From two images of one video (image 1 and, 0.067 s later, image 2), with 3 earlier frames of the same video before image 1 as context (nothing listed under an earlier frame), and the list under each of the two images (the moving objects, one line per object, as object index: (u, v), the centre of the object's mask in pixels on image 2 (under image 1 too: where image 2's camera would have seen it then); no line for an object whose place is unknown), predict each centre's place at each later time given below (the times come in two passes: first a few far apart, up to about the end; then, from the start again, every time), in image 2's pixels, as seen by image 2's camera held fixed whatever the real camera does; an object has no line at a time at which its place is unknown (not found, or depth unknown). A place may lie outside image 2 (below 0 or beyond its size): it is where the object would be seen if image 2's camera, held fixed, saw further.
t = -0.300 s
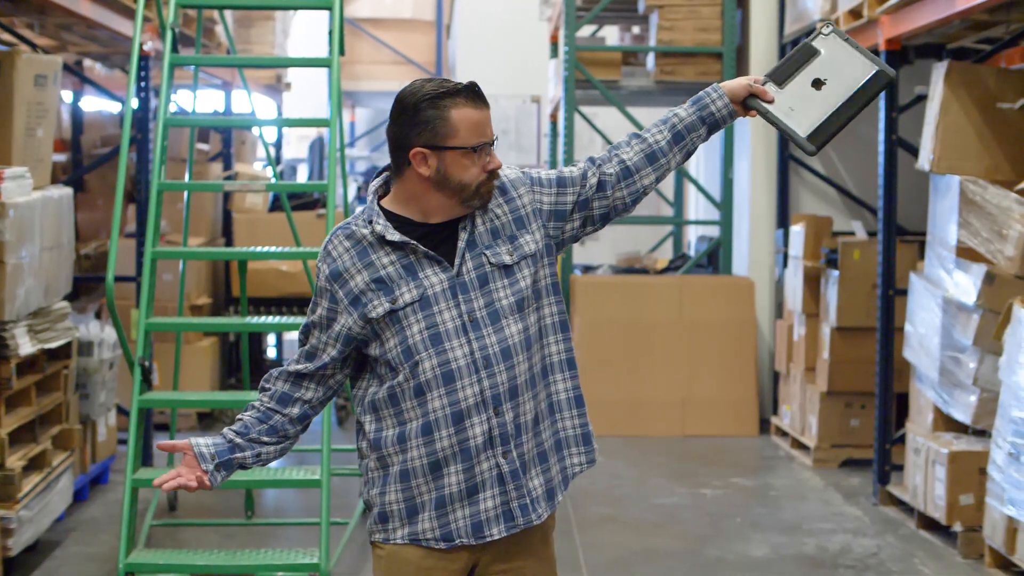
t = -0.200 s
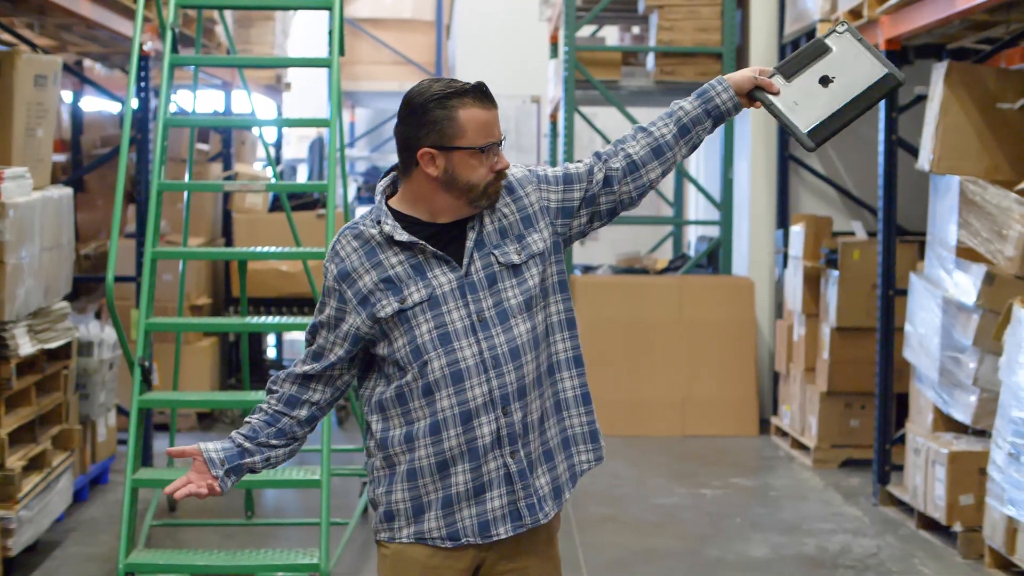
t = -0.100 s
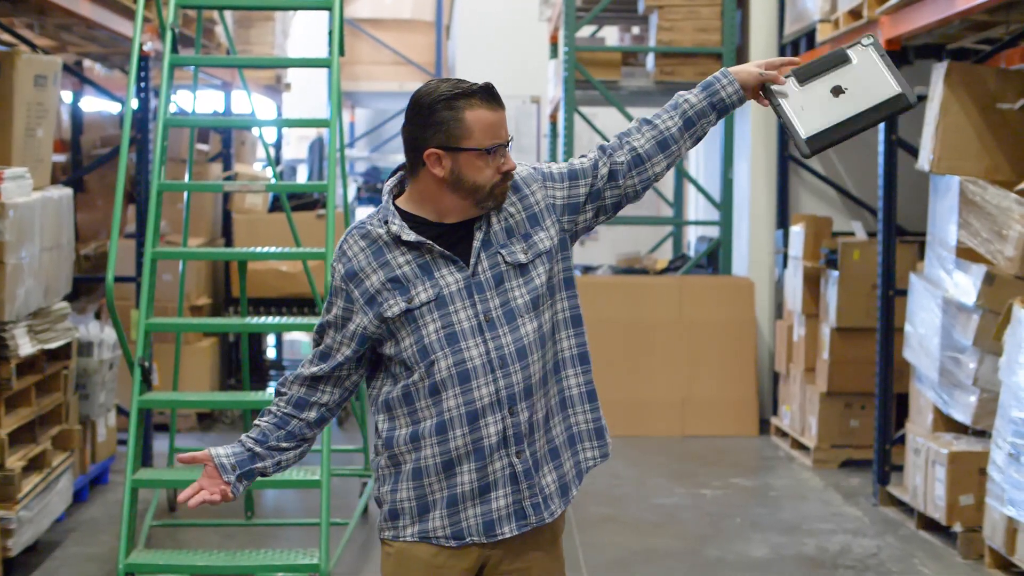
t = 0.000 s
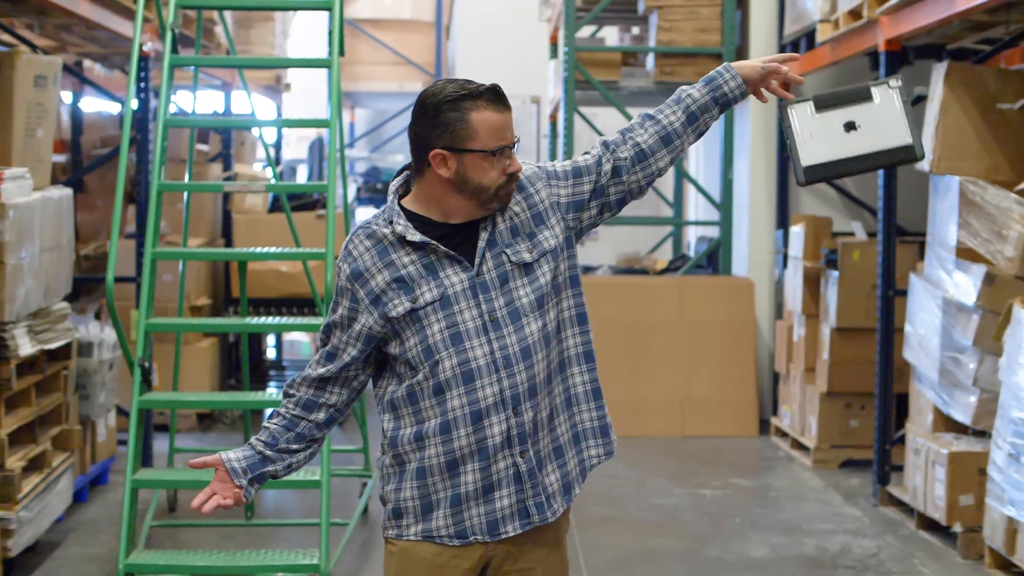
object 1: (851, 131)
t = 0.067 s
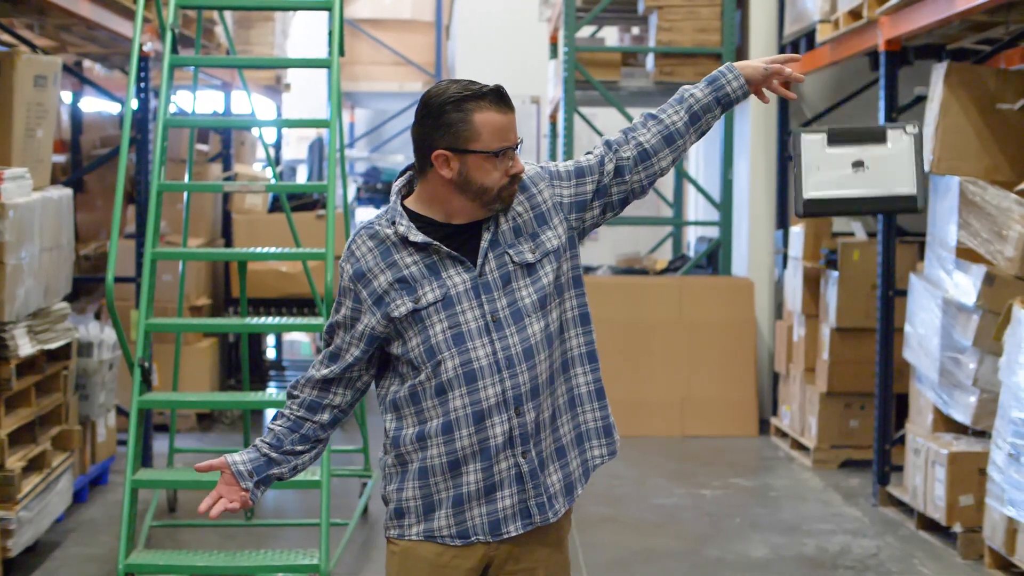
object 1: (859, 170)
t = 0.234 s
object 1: (876, 323)
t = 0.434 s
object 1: (882, 564)
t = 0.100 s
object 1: (863, 195)
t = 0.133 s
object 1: (866, 222)
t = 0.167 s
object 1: (870, 253)
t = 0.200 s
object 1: (873, 287)
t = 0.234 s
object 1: (876, 323)
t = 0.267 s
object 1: (880, 364)
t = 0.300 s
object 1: (882, 406)
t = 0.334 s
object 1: (885, 453)
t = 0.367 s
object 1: (888, 502)
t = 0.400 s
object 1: (886, 541)
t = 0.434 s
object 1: (882, 564)
